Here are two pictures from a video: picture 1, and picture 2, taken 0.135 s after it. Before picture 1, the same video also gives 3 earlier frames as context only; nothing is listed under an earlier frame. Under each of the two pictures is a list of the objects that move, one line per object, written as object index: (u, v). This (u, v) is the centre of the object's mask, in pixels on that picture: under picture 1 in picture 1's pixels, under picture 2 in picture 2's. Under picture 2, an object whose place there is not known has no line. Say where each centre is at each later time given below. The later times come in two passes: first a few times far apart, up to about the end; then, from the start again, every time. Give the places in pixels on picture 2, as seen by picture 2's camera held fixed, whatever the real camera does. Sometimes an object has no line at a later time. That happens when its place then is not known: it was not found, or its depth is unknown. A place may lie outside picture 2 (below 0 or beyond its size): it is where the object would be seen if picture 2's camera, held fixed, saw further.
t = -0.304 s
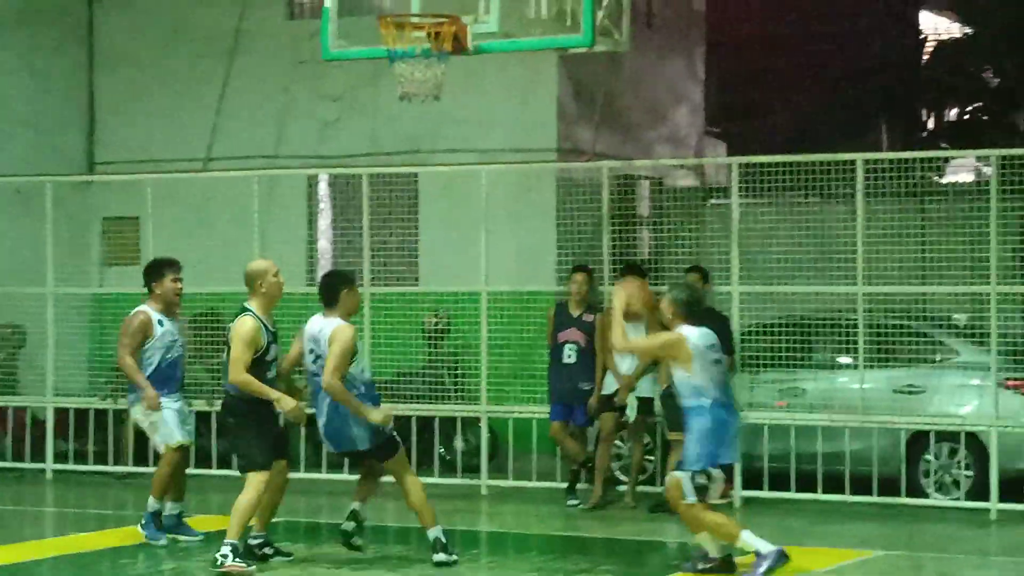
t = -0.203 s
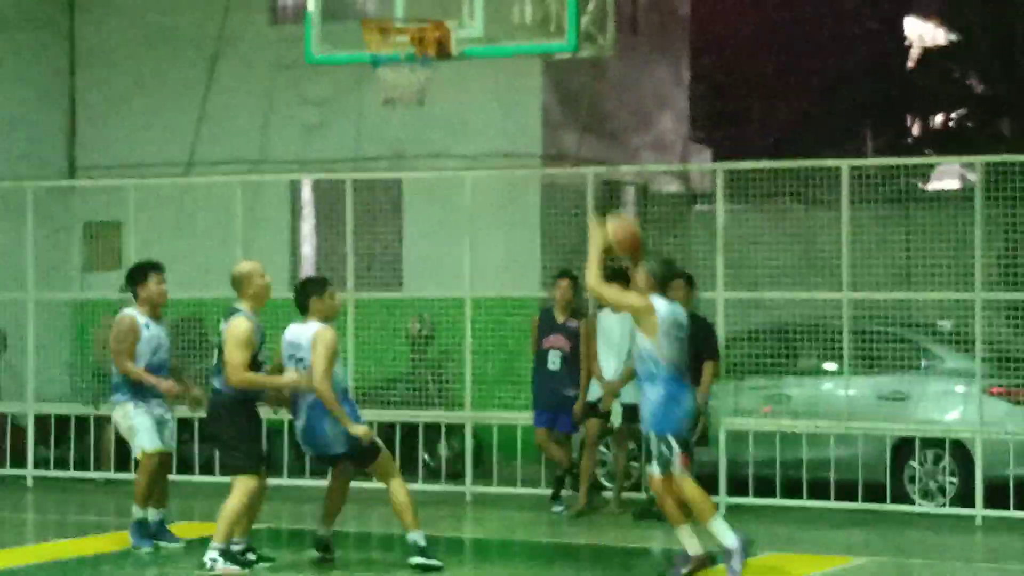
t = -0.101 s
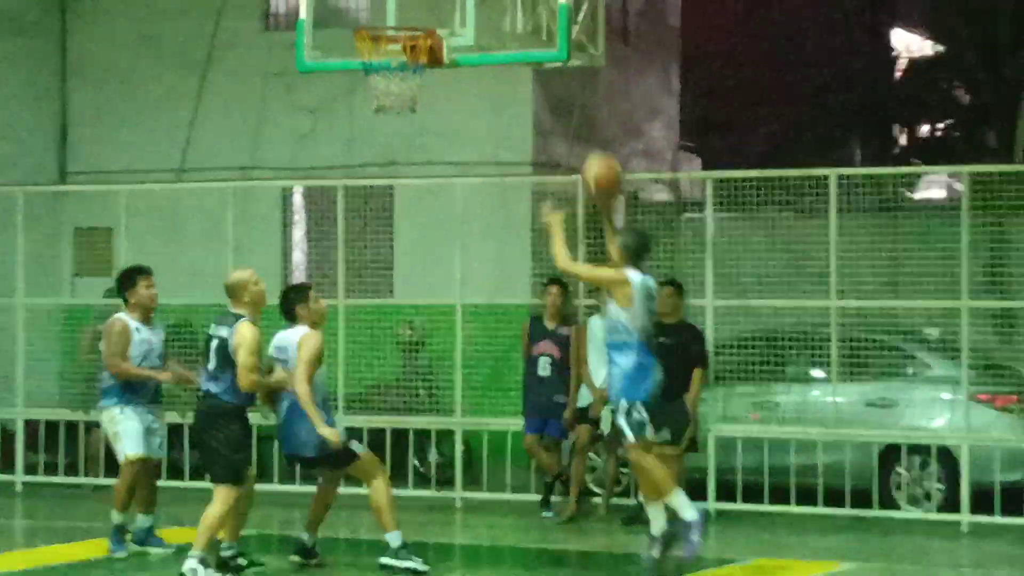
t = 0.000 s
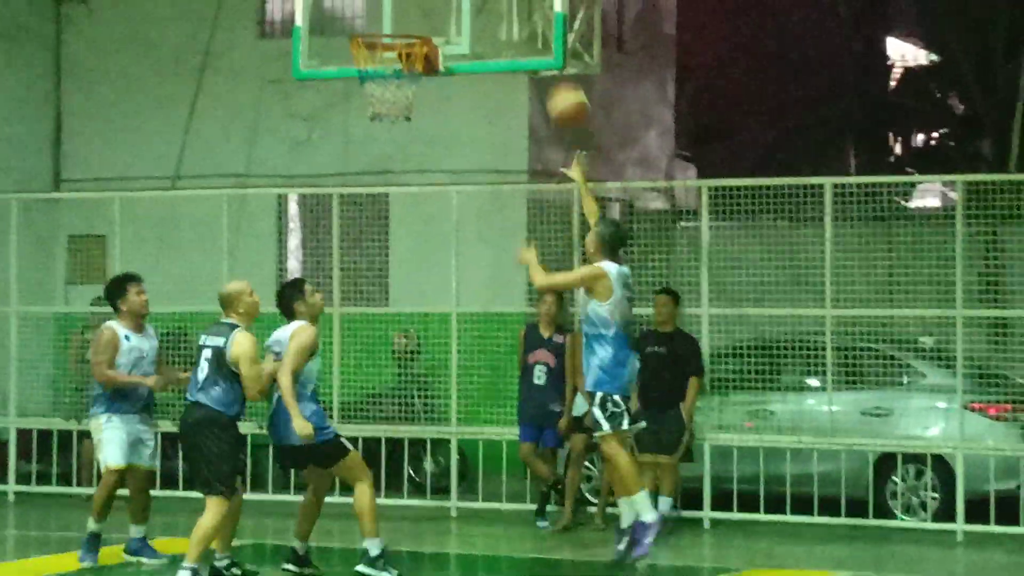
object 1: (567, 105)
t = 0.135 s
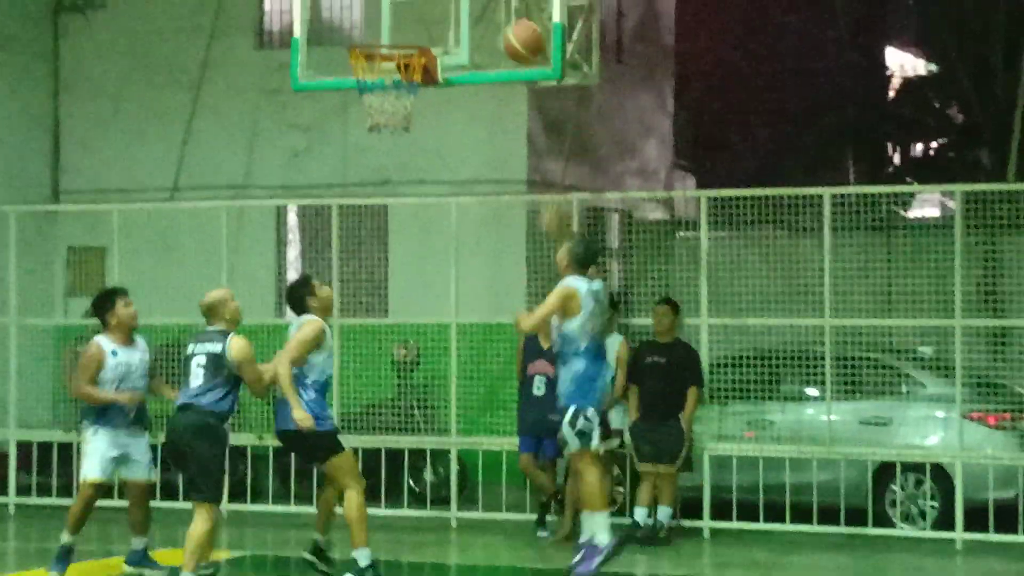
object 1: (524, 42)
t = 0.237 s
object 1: (493, 9)
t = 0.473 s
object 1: (425, -7)
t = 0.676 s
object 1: (370, 51)
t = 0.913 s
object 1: (408, 92)
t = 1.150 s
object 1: (392, 112)
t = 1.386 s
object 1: (371, 139)
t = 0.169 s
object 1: (513, 27)
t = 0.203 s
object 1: (503, 16)
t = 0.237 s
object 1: (493, 9)
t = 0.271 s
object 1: (483, 4)
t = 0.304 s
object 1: (477, -1)
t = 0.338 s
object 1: (462, -4)
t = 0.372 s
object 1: (454, -7)
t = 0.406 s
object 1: (445, -9)
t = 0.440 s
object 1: (435, -9)
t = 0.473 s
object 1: (425, -7)
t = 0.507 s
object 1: (414, -3)
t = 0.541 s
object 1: (404, 4)
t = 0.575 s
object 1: (396, 15)
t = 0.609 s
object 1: (385, 24)
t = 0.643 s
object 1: (373, 33)
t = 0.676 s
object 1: (370, 51)
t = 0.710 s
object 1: (369, 63)
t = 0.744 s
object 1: (375, 66)
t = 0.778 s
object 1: (385, 72)
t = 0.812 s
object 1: (391, 77)
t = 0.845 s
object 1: (399, 93)
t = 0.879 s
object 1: (405, 93)
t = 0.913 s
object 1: (408, 92)
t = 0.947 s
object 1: (410, 92)
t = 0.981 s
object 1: (411, 94)
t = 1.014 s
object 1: (410, 98)
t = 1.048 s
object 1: (408, 101)
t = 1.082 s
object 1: (404, 105)
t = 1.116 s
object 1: (399, 108)
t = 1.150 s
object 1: (392, 112)
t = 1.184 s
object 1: (388, 113)
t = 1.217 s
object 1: (383, 117)
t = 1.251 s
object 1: (380, 123)
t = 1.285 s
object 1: (377, 125)
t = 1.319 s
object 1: (374, 129)
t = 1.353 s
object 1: (371, 131)
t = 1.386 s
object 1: (371, 139)
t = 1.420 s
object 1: (370, 147)
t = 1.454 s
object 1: (369, 158)
